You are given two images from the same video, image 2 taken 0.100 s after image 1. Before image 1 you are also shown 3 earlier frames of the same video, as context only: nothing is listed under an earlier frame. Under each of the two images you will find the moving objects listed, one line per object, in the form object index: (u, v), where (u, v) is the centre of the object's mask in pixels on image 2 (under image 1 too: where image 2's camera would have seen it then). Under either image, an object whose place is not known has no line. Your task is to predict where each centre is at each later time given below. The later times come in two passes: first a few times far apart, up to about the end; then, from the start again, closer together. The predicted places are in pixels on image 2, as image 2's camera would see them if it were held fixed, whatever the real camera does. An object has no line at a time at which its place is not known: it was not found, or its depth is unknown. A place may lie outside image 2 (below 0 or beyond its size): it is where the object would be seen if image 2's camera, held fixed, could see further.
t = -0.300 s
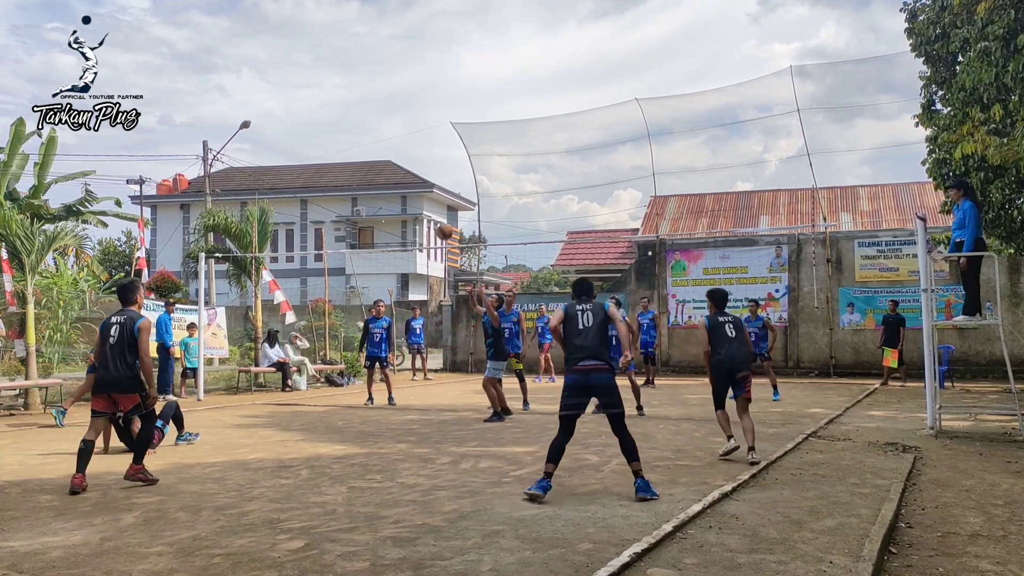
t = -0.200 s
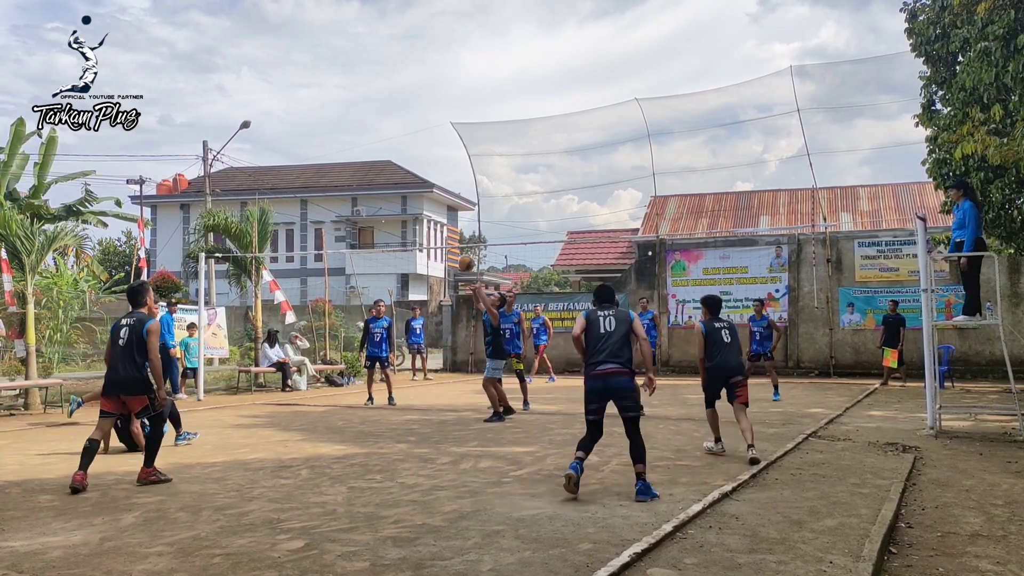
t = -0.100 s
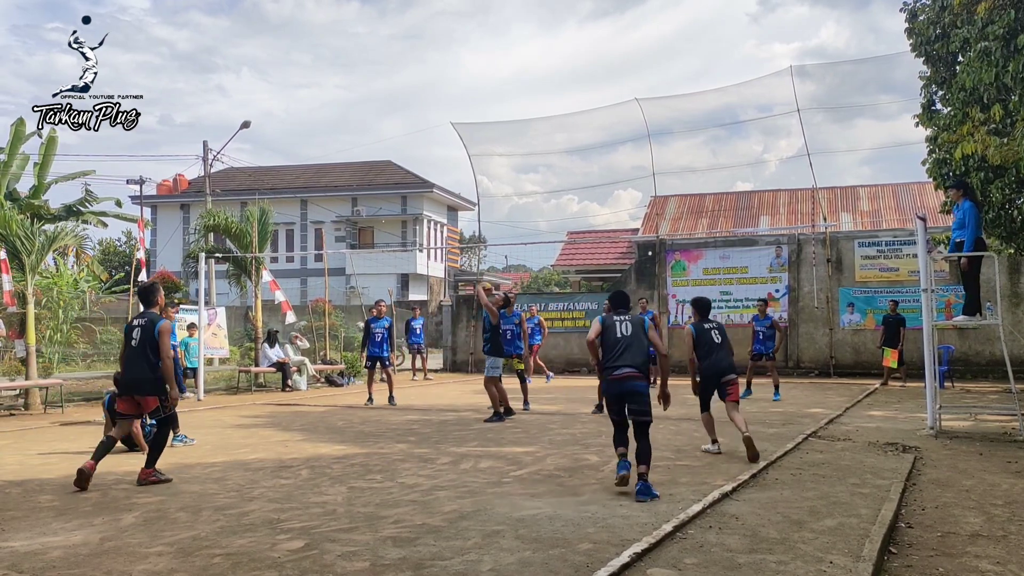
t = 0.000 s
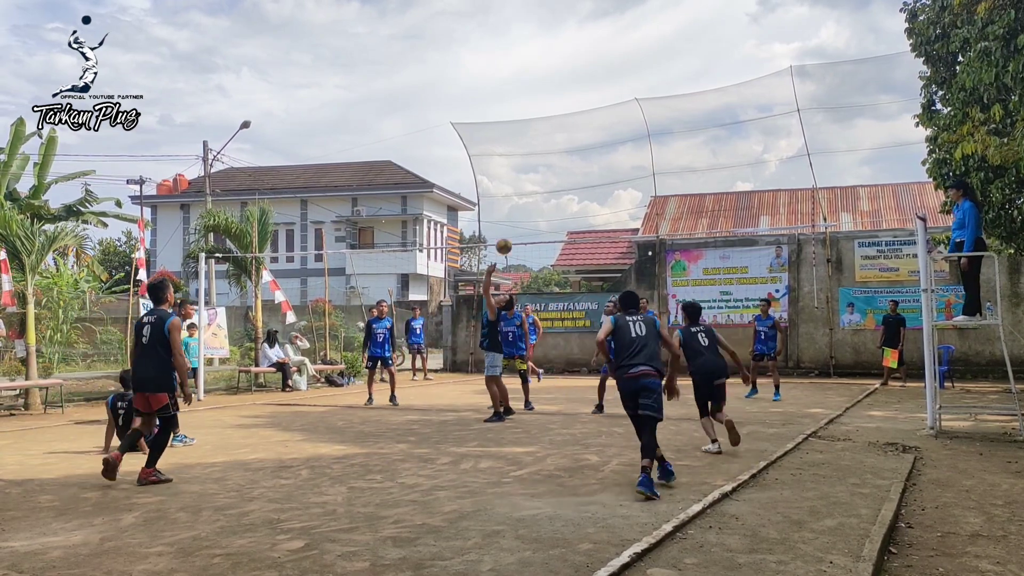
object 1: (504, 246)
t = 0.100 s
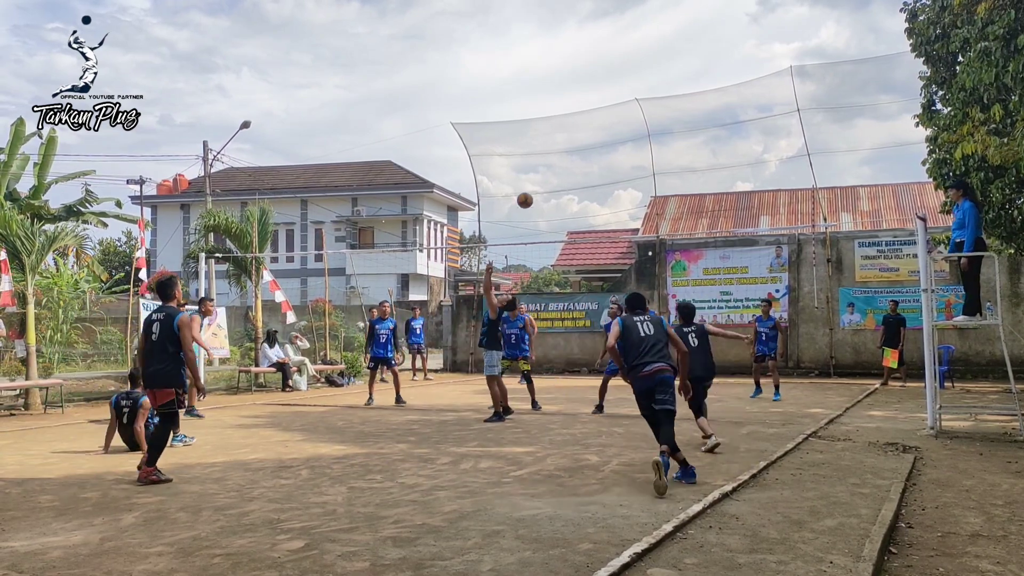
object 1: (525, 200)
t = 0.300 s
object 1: (568, 131)
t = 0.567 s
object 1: (625, 85)
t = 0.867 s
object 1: (691, 97)
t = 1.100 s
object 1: (742, 154)
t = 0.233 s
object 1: (553, 151)
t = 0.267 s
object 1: (561, 141)
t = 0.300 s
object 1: (568, 131)
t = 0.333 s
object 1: (575, 123)
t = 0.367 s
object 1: (582, 115)
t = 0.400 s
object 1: (589, 108)
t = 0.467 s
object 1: (604, 96)
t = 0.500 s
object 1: (611, 92)
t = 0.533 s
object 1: (618, 88)
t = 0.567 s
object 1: (625, 85)
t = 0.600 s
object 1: (632, 83)
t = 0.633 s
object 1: (640, 82)
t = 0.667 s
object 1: (647, 81)
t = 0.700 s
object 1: (654, 82)
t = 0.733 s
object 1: (662, 83)
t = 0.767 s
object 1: (669, 85)
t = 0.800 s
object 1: (676, 88)
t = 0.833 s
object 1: (683, 92)
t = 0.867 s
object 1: (691, 97)
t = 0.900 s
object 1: (698, 102)
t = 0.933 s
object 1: (705, 108)
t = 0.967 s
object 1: (713, 116)
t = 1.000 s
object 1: (720, 124)
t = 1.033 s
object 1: (727, 133)
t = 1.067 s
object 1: (735, 143)
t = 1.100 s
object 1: (742, 154)
